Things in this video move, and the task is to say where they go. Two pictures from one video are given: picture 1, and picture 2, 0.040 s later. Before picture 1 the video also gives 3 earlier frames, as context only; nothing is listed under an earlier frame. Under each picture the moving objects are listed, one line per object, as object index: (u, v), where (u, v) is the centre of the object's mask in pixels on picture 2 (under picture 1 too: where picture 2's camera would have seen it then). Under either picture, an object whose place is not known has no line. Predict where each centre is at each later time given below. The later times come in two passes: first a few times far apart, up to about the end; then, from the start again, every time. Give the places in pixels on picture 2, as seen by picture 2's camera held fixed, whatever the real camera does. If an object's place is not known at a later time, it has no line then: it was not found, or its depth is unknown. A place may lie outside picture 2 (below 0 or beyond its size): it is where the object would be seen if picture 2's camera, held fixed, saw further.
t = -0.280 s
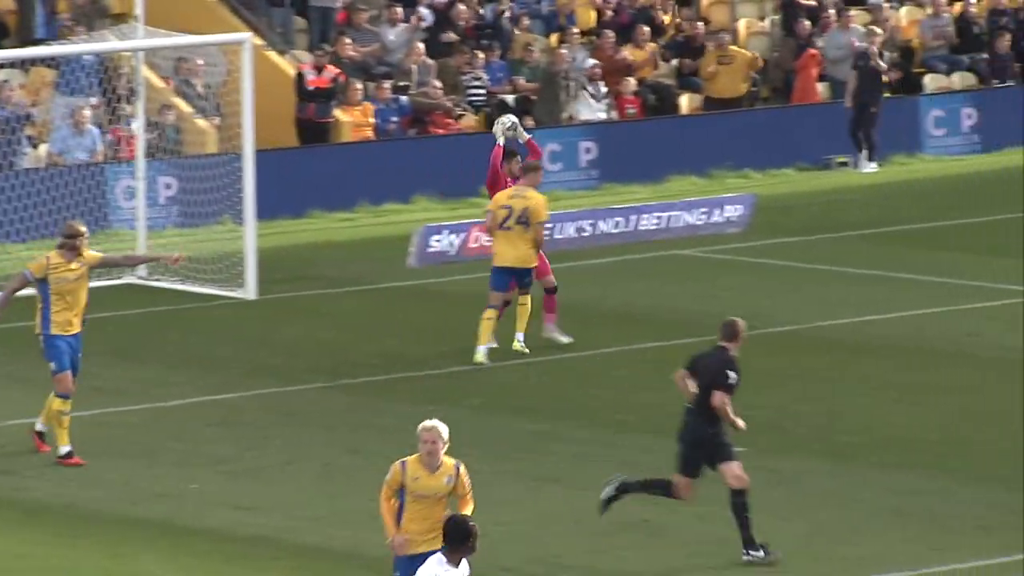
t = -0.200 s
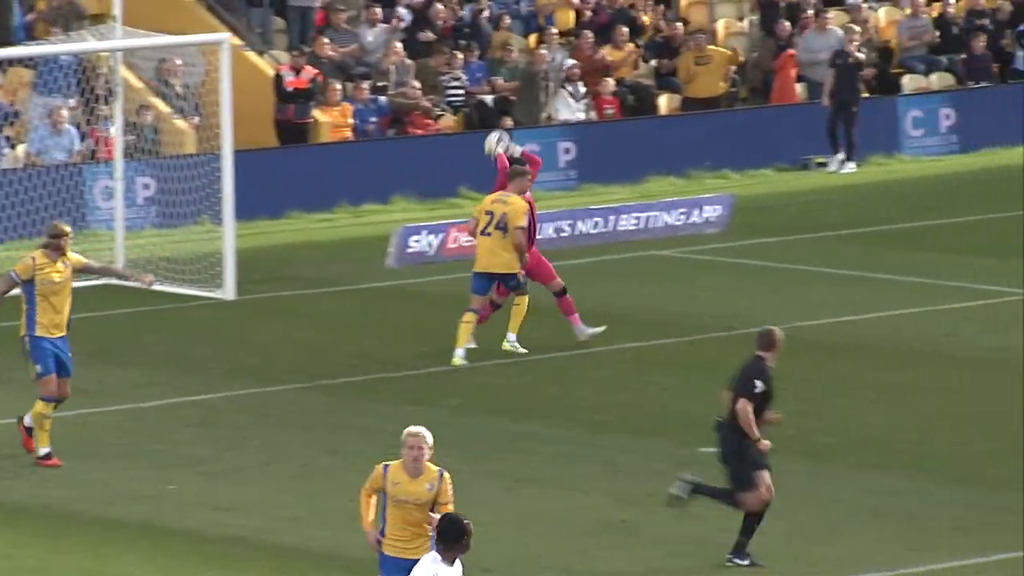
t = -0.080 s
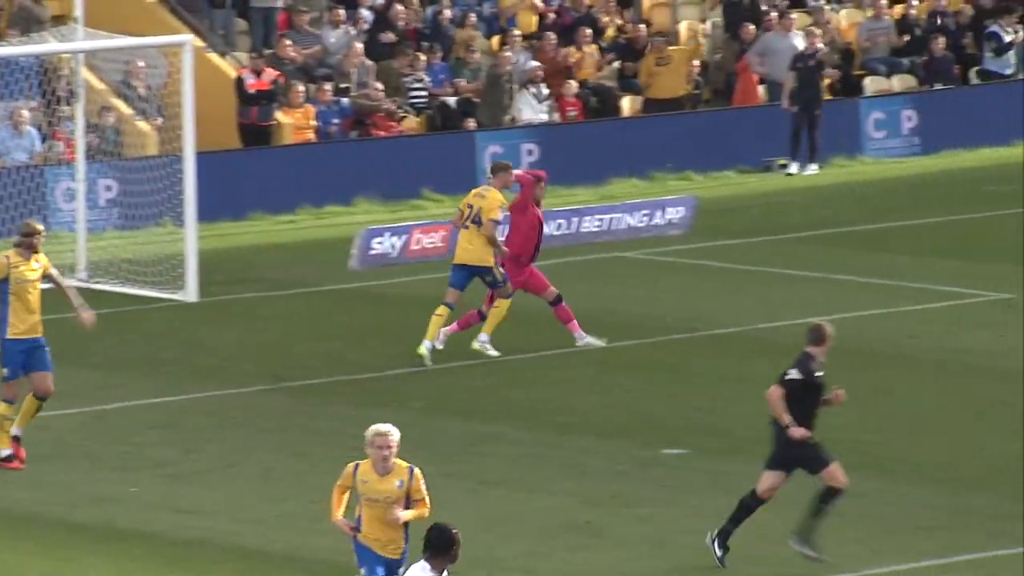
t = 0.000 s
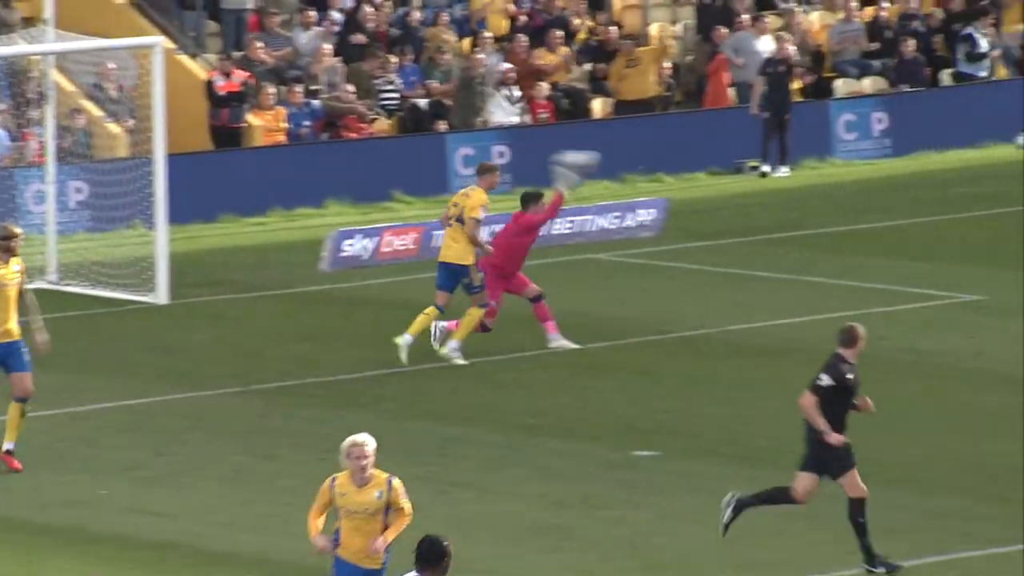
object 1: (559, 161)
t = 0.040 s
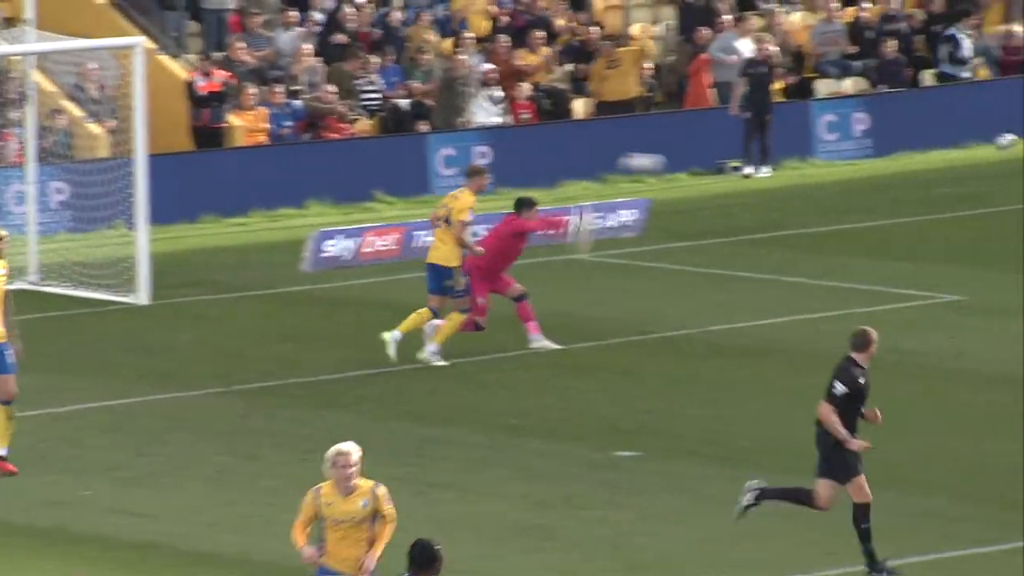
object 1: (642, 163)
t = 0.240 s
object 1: (1076, 198)
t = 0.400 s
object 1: (1450, 250)
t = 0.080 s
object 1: (727, 167)
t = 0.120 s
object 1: (814, 172)
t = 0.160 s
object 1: (900, 180)
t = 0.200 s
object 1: (987, 188)
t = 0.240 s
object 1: (1076, 198)
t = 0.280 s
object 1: (1165, 208)
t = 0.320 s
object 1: (1256, 221)
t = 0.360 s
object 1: (1351, 233)
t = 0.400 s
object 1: (1450, 250)
